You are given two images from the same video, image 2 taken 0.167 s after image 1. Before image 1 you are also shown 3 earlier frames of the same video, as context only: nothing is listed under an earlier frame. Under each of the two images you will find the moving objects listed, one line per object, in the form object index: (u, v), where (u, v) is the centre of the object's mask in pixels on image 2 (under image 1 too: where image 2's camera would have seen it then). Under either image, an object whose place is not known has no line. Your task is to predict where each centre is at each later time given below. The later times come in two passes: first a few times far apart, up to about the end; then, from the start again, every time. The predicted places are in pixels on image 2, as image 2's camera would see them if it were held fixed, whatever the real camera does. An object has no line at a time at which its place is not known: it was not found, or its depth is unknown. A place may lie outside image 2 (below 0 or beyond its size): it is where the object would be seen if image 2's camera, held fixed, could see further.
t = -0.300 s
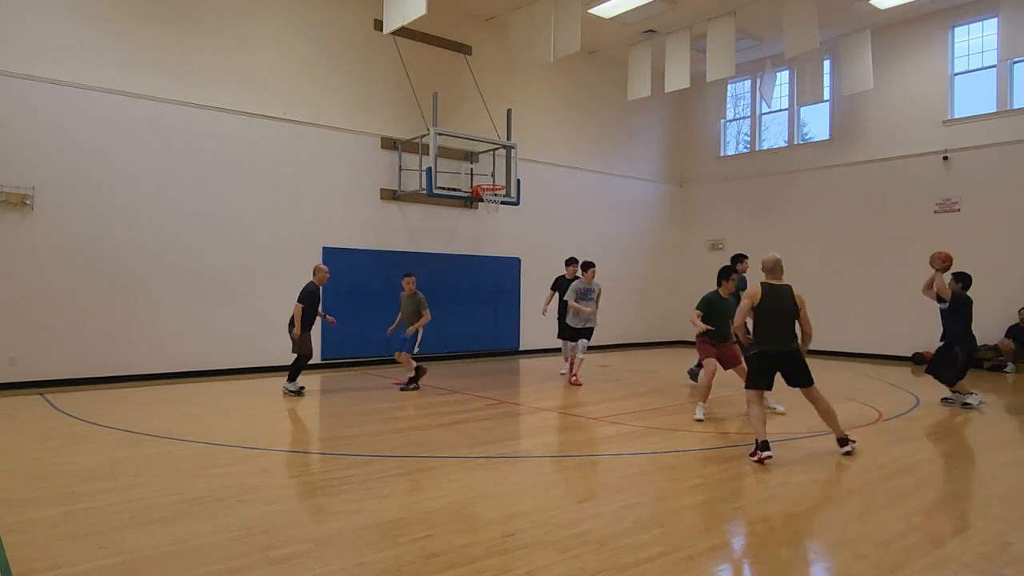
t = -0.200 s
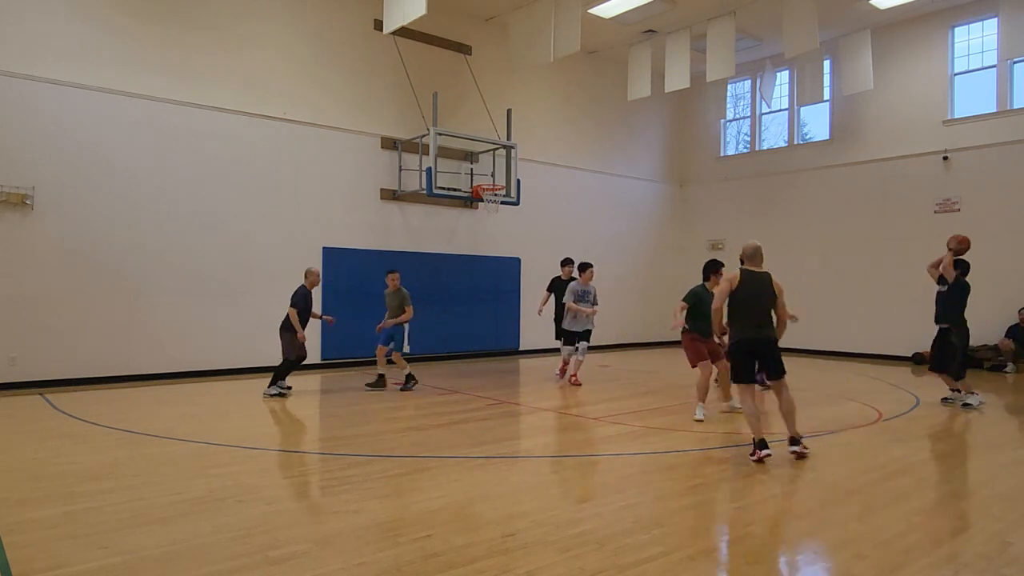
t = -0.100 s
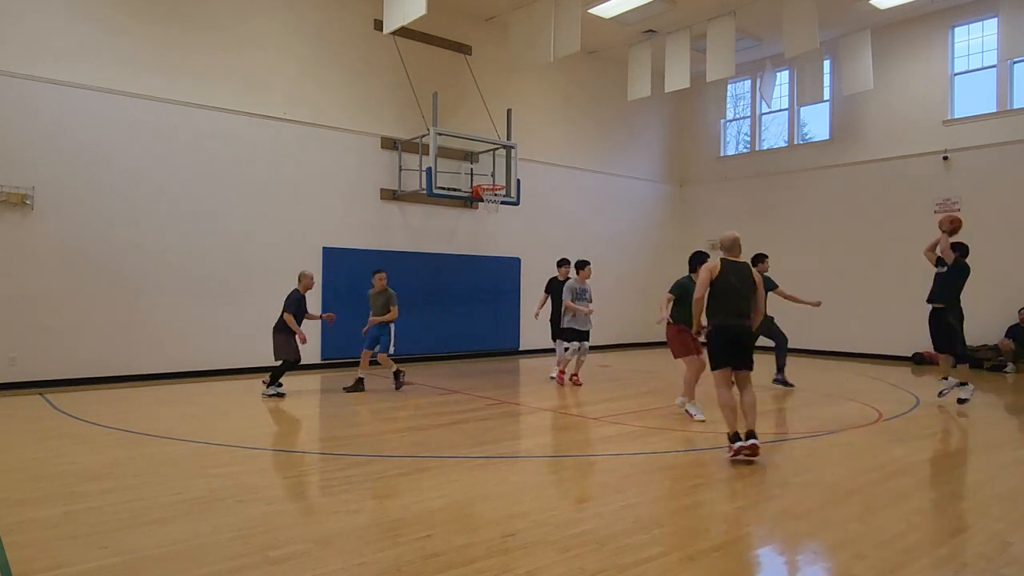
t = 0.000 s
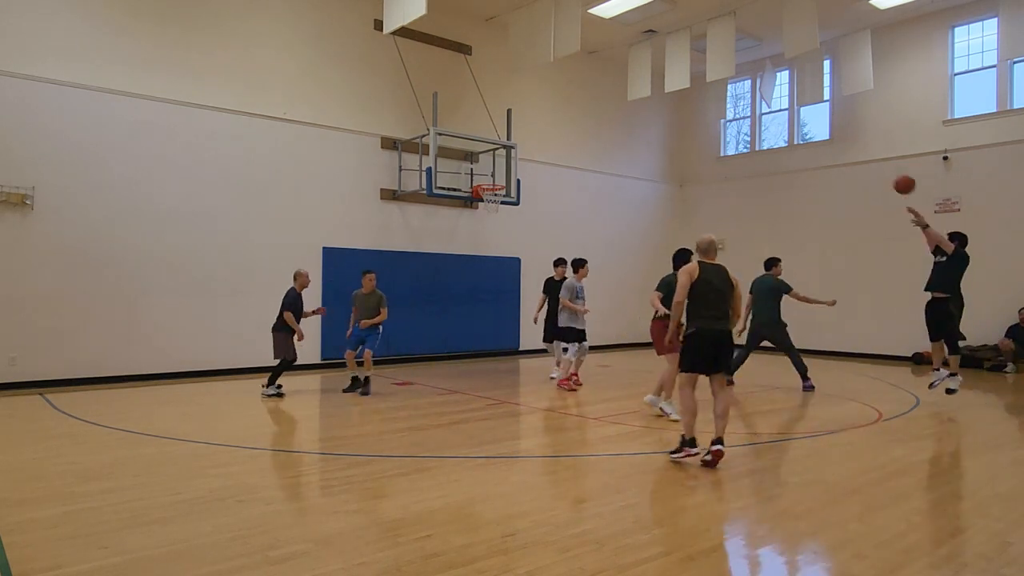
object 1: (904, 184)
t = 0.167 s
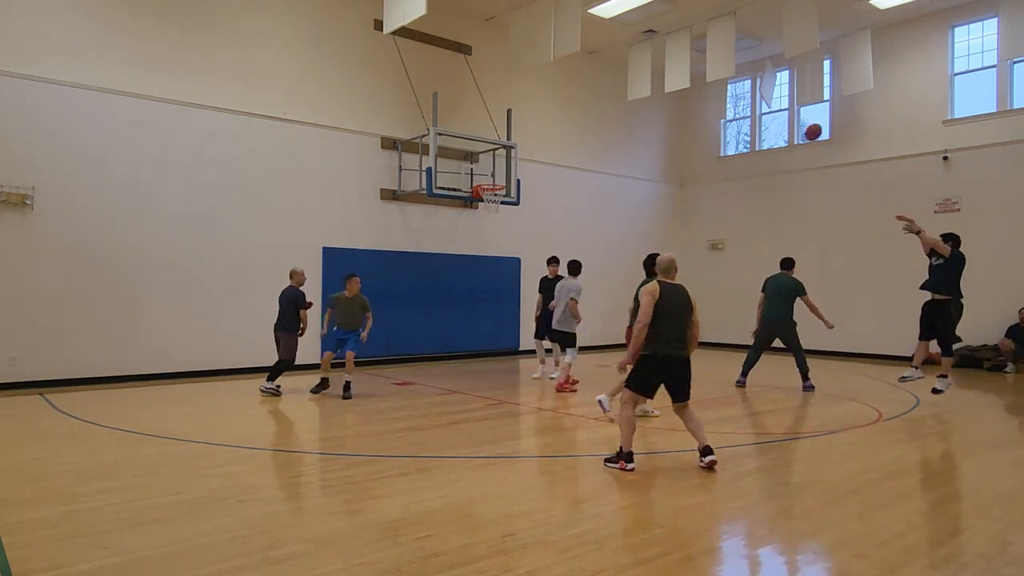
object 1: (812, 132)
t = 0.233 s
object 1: (780, 117)
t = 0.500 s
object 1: (662, 98)
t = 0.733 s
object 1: (575, 122)
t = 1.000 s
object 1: (491, 179)
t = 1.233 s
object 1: (467, 166)
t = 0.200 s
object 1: (796, 124)
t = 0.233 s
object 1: (780, 117)
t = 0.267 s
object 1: (764, 112)
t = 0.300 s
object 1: (749, 108)
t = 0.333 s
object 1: (733, 104)
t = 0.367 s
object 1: (718, 102)
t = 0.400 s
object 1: (704, 100)
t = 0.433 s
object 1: (689, 98)
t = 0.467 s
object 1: (676, 98)
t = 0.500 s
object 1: (662, 98)
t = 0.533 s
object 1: (649, 100)
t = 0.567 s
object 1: (636, 102)
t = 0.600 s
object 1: (623, 104)
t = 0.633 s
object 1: (611, 108)
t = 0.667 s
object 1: (598, 112)
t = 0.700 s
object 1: (586, 116)
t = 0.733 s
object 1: (575, 122)
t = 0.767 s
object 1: (563, 127)
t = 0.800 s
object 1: (551, 134)
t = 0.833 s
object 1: (540, 141)
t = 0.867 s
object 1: (530, 148)
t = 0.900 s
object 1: (519, 156)
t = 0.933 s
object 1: (508, 165)
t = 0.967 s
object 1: (498, 173)
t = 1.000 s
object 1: (491, 179)
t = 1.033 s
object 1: (487, 175)
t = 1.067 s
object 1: (485, 172)
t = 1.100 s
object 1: (481, 170)
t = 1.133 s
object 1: (478, 168)
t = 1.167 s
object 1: (474, 167)
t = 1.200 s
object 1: (471, 166)
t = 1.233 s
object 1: (467, 166)
